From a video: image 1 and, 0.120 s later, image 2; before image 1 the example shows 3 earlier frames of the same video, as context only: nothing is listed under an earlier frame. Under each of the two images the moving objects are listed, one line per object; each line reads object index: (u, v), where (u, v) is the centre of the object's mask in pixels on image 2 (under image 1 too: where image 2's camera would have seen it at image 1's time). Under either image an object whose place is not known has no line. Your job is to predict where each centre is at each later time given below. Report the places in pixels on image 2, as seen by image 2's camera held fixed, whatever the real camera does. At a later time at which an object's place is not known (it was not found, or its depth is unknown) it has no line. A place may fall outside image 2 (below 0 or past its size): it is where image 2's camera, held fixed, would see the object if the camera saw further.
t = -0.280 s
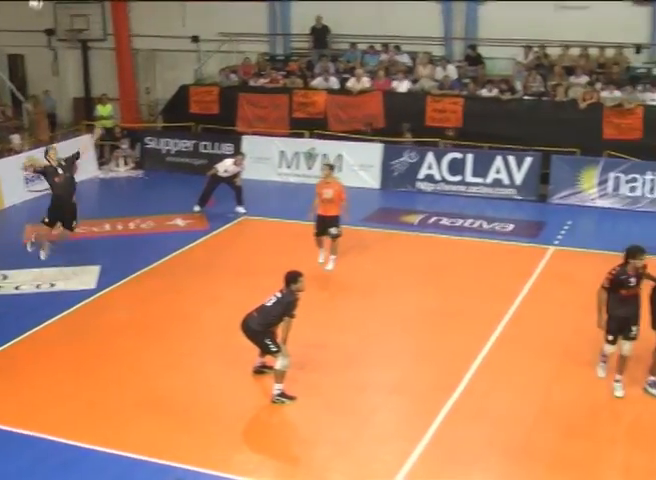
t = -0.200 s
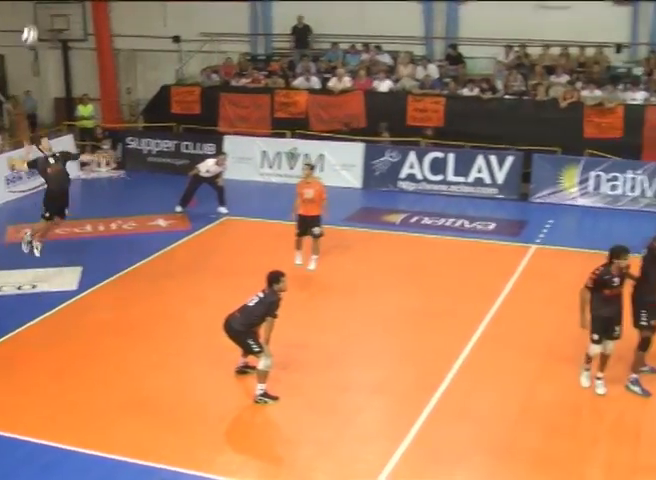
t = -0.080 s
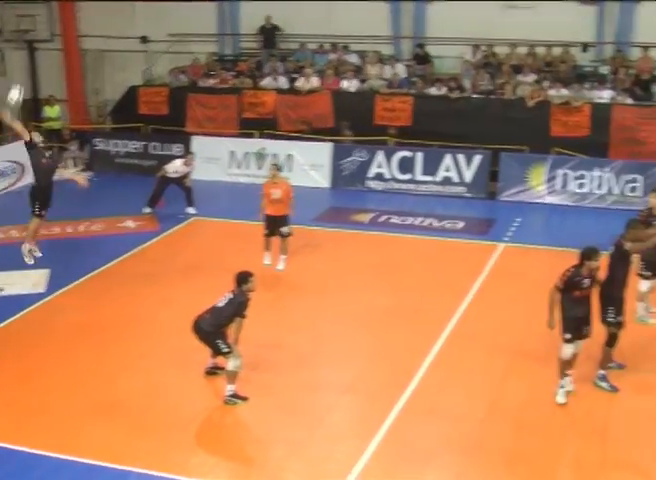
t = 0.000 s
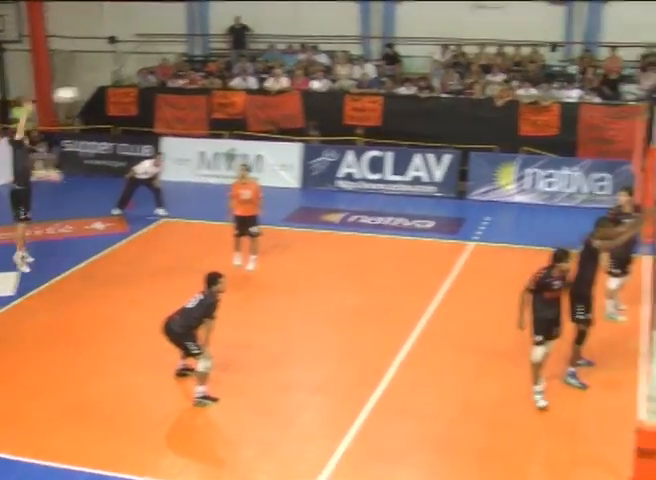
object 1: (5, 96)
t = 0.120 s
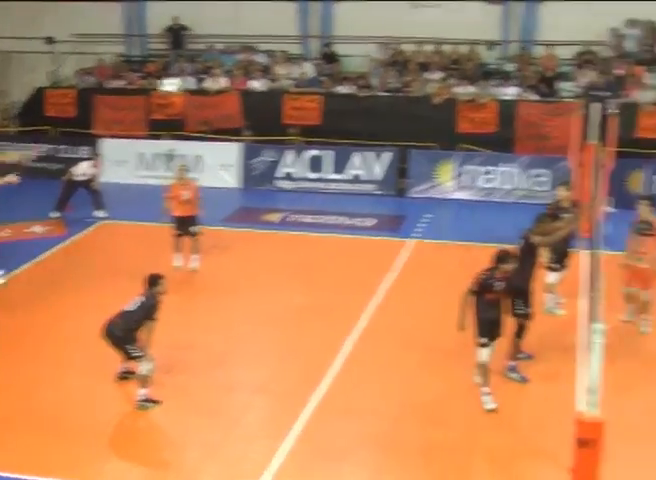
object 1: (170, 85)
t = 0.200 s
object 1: (285, 87)
